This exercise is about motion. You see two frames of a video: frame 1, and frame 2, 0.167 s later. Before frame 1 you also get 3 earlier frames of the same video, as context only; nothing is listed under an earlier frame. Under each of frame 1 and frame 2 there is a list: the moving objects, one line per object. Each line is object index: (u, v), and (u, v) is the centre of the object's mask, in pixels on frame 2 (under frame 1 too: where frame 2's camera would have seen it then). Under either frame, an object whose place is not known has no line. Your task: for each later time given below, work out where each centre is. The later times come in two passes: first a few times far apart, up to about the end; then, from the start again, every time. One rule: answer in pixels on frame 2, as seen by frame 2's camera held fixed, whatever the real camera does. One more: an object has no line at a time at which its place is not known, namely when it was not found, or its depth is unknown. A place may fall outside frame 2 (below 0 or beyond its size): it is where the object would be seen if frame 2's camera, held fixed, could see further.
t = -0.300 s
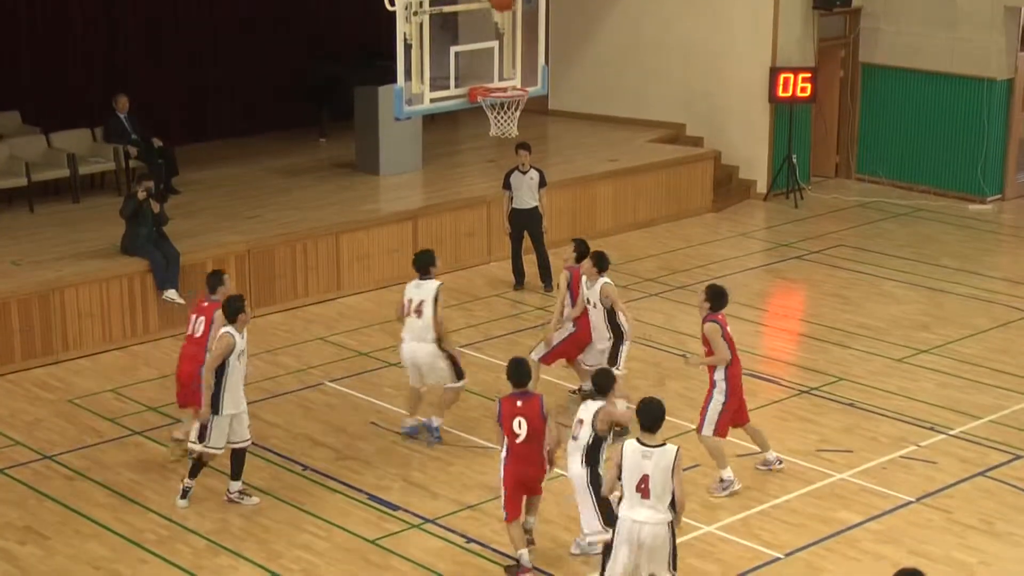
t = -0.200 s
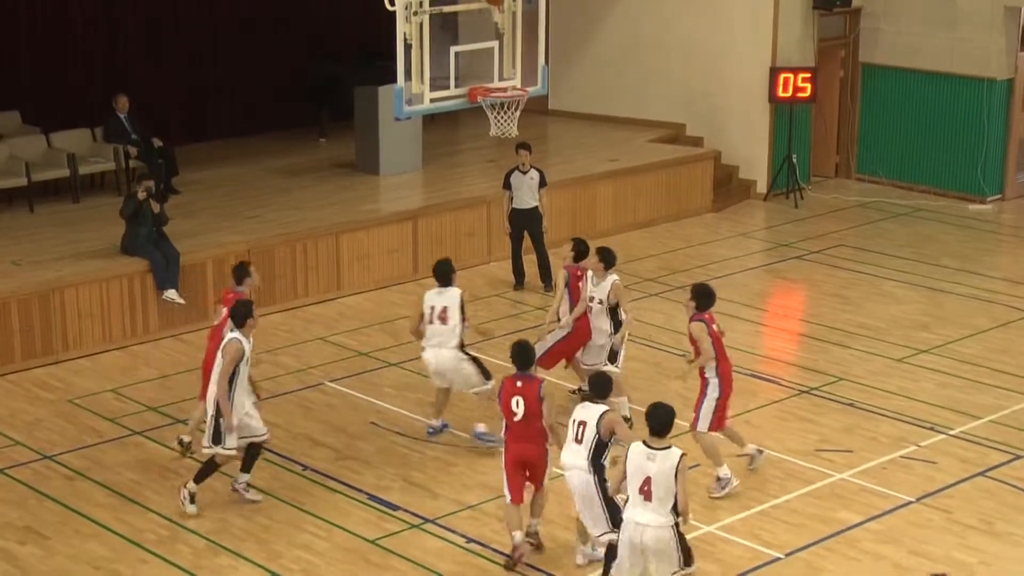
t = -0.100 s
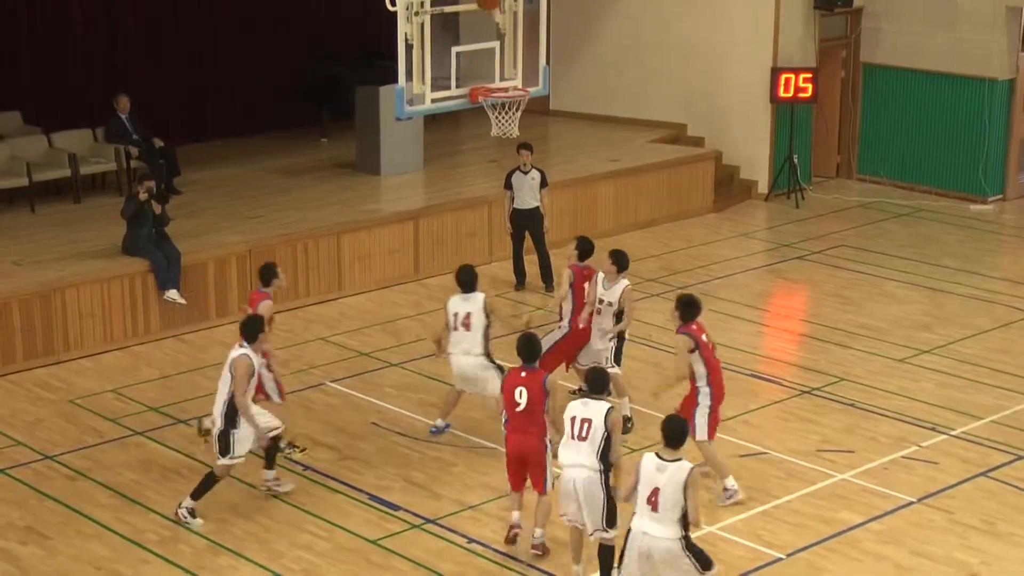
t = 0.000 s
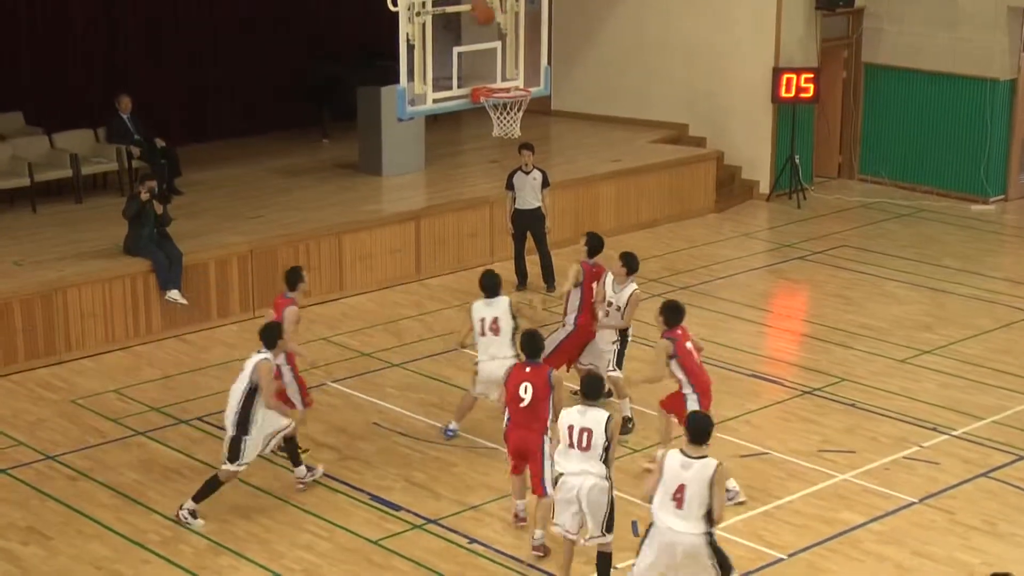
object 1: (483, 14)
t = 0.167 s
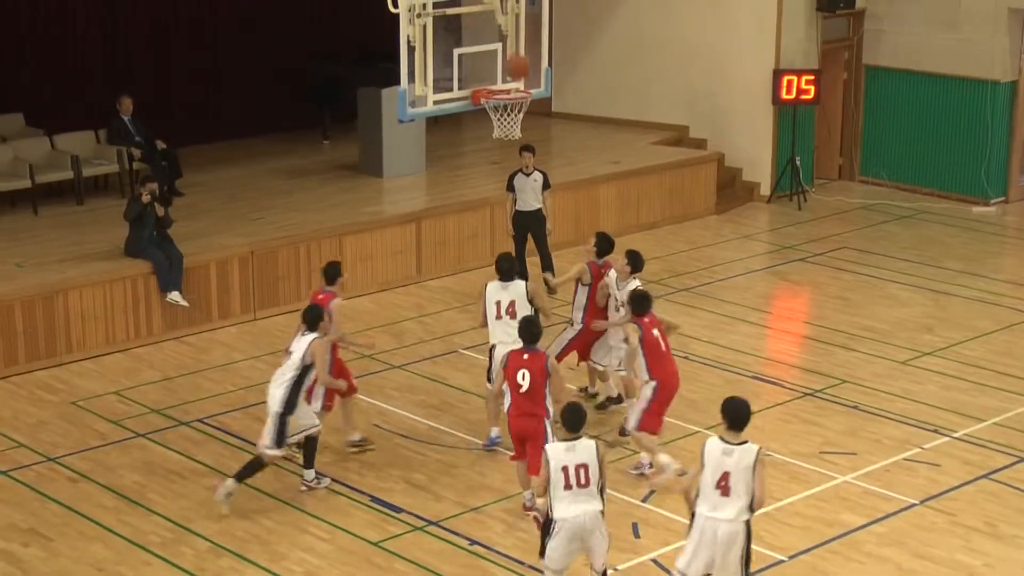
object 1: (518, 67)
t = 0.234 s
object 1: (533, 78)
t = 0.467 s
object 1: (572, 67)
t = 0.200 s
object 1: (526, 81)
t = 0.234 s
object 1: (533, 78)
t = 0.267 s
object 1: (539, 73)
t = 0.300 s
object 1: (542, 69)
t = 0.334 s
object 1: (550, 66)
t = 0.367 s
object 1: (555, 65)
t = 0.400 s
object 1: (560, 65)
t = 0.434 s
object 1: (566, 65)
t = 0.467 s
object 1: (572, 67)
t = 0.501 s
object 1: (577, 70)
